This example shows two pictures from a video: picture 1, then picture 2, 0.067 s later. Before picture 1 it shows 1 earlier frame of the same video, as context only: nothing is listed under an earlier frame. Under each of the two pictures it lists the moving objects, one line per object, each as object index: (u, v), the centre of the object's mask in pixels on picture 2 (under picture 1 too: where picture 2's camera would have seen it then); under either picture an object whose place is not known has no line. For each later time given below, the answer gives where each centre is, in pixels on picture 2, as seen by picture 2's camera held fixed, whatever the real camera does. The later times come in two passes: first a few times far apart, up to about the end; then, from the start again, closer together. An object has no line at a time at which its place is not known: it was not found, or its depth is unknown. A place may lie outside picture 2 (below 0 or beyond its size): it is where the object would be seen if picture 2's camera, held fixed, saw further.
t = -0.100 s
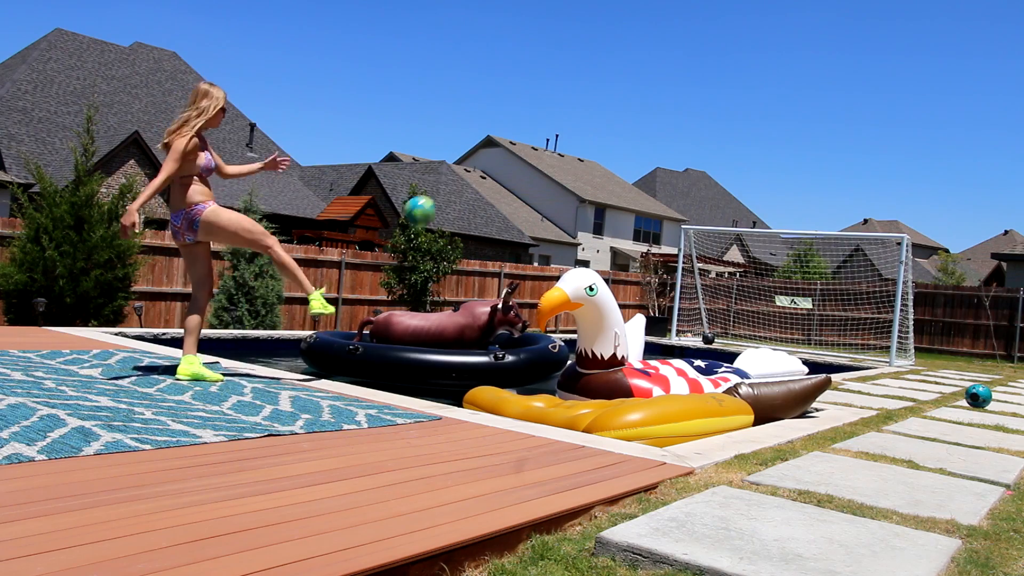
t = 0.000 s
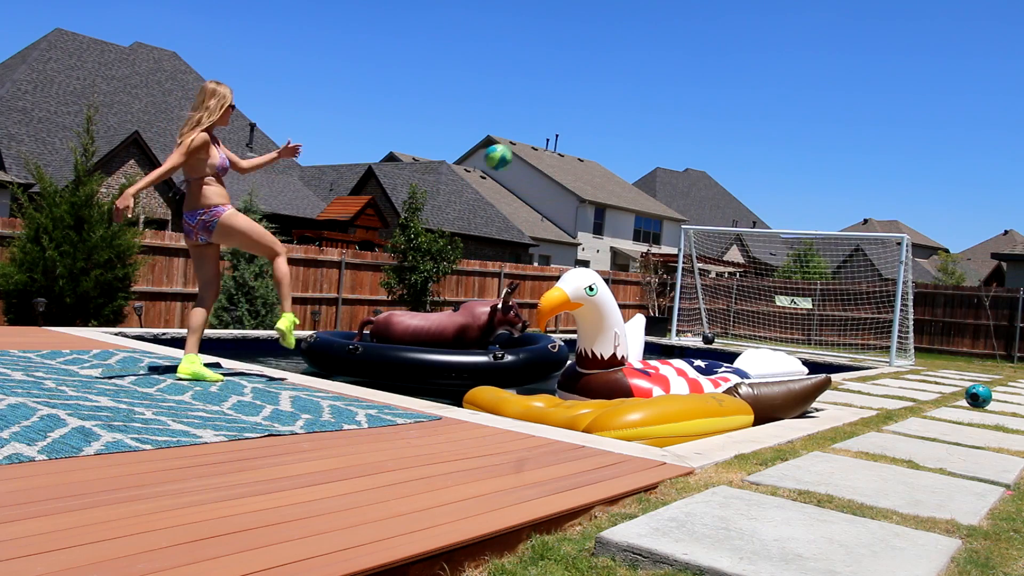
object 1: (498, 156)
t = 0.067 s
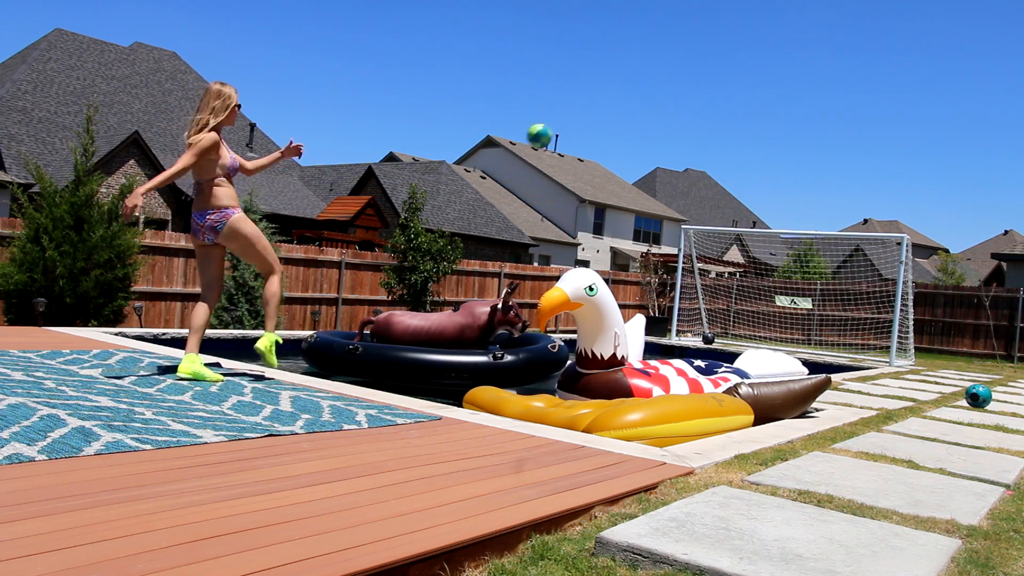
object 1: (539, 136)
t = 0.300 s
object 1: (641, 112)
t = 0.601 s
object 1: (717, 149)
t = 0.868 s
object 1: (758, 216)
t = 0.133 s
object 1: (574, 122)
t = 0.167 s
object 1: (589, 118)
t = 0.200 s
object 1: (603, 115)
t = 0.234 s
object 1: (617, 113)
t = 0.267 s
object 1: (629, 112)
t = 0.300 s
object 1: (641, 112)
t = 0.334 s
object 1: (652, 113)
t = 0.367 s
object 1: (662, 115)
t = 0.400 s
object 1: (672, 118)
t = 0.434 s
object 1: (681, 121)
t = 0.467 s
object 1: (689, 126)
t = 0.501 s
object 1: (697, 131)
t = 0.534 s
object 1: (704, 136)
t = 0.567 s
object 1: (711, 142)
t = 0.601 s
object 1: (717, 149)
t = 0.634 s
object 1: (724, 156)
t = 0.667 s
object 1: (730, 163)
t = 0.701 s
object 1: (735, 171)
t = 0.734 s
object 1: (740, 179)
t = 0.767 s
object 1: (745, 188)
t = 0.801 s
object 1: (750, 197)
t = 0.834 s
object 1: (754, 206)
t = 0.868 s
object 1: (758, 216)
